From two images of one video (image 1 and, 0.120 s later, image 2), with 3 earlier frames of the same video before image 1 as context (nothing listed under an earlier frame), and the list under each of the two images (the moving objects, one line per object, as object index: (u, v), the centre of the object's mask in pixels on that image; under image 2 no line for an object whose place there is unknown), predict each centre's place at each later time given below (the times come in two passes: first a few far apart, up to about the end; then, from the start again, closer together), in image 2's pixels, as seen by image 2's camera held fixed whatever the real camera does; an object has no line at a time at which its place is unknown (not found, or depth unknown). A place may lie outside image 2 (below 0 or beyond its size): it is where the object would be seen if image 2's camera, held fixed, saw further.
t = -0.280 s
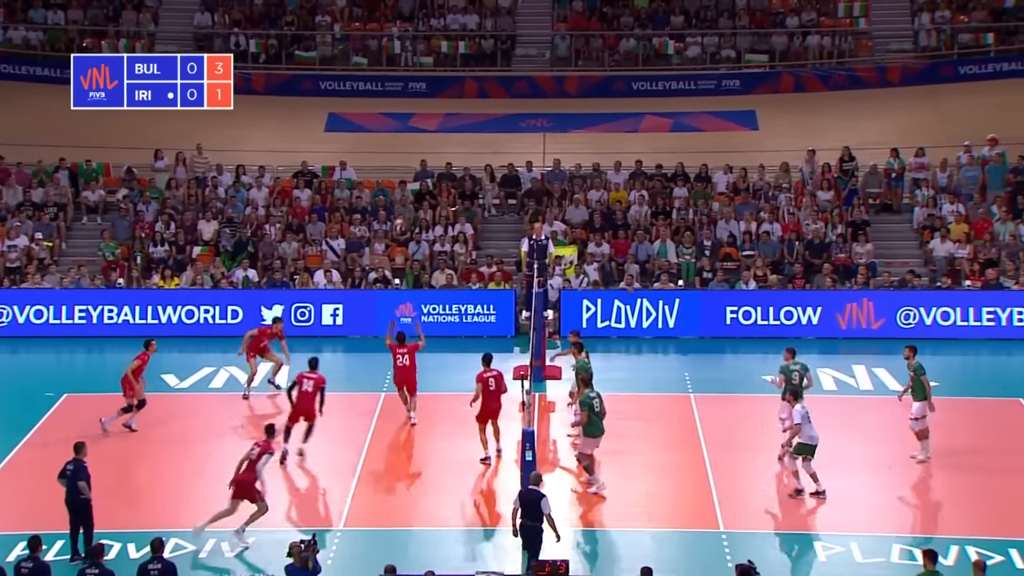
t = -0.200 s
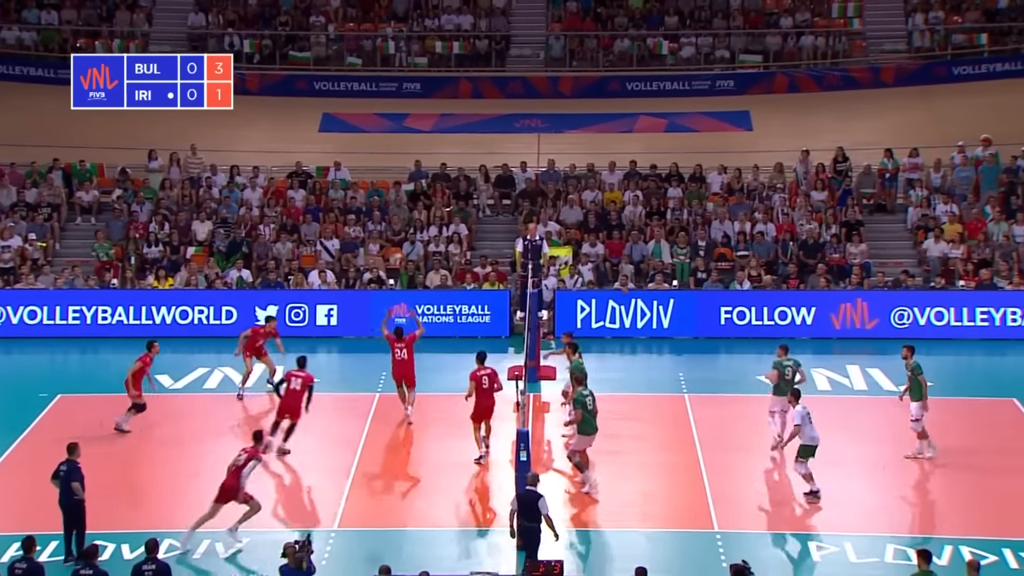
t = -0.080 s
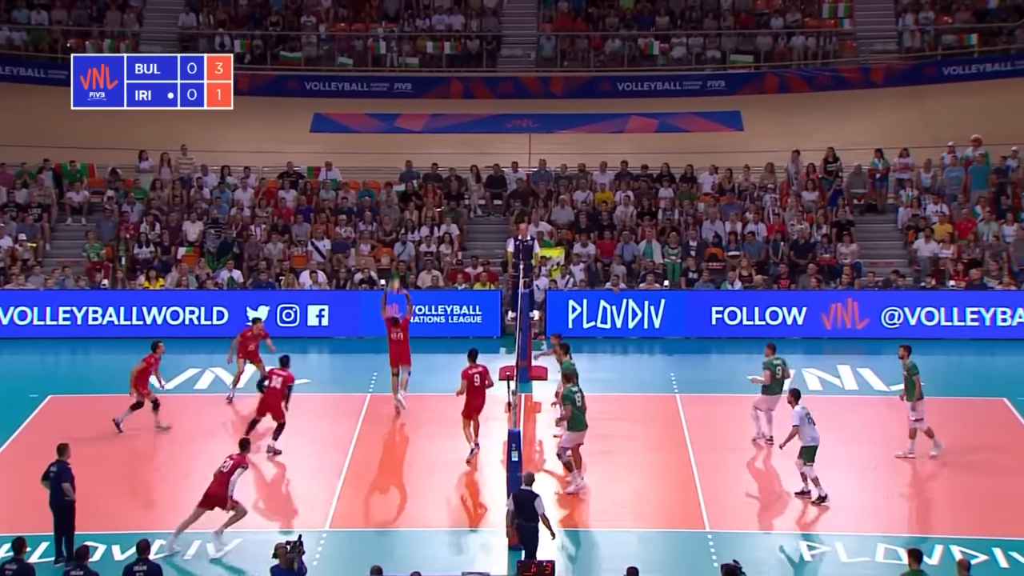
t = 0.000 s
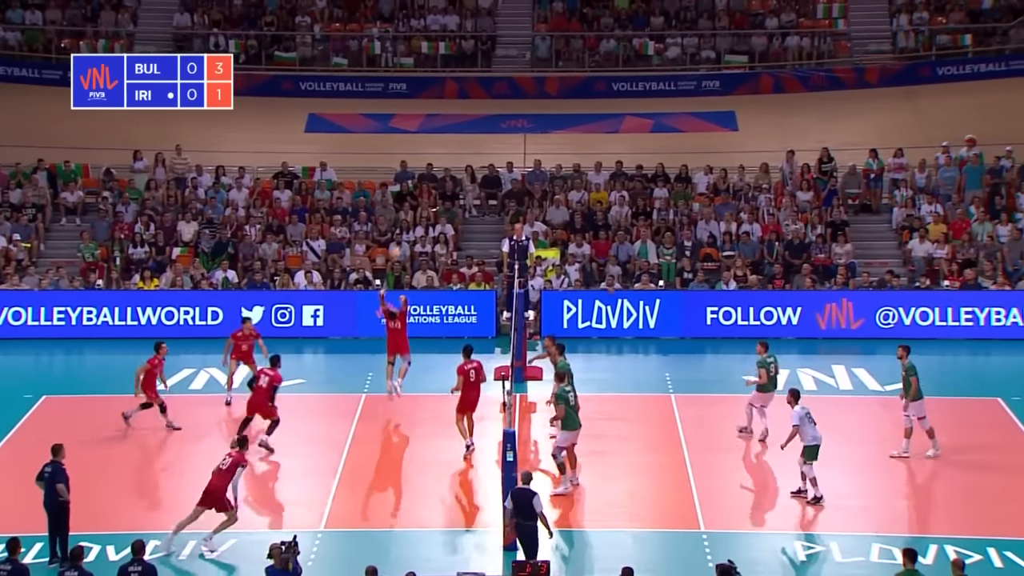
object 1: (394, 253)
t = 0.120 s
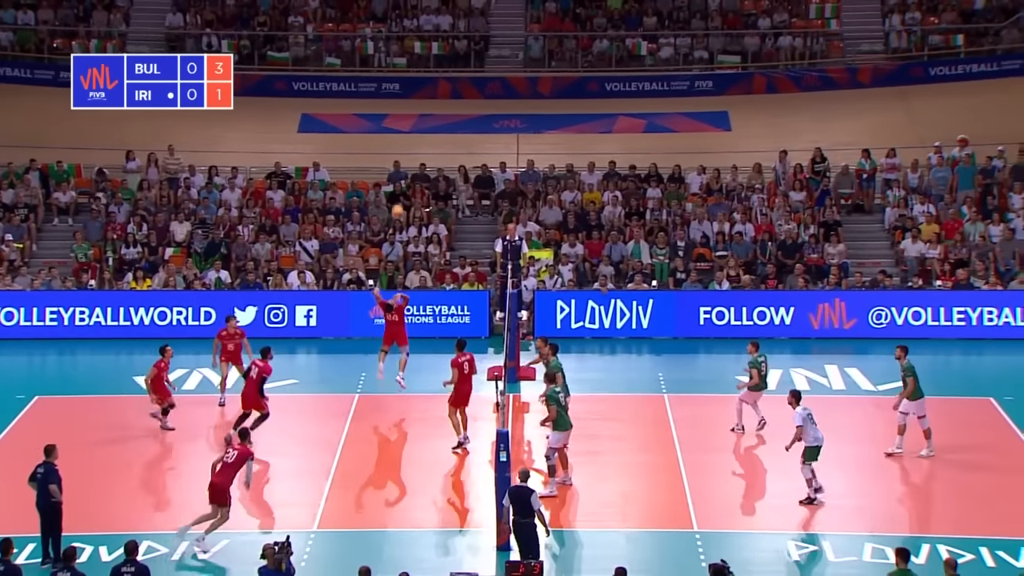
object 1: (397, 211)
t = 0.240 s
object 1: (406, 175)
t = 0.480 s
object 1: (423, 128)
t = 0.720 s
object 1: (441, 114)
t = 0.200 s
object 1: (403, 186)
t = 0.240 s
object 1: (406, 175)
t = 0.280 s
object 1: (409, 165)
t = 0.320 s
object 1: (411, 157)
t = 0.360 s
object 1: (414, 148)
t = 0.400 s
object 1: (417, 141)
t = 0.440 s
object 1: (420, 134)
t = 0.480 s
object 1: (423, 128)
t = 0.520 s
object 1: (426, 123)
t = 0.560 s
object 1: (429, 120)
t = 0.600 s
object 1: (432, 117)
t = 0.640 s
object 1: (435, 115)
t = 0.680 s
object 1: (438, 114)
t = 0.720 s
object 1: (441, 114)
